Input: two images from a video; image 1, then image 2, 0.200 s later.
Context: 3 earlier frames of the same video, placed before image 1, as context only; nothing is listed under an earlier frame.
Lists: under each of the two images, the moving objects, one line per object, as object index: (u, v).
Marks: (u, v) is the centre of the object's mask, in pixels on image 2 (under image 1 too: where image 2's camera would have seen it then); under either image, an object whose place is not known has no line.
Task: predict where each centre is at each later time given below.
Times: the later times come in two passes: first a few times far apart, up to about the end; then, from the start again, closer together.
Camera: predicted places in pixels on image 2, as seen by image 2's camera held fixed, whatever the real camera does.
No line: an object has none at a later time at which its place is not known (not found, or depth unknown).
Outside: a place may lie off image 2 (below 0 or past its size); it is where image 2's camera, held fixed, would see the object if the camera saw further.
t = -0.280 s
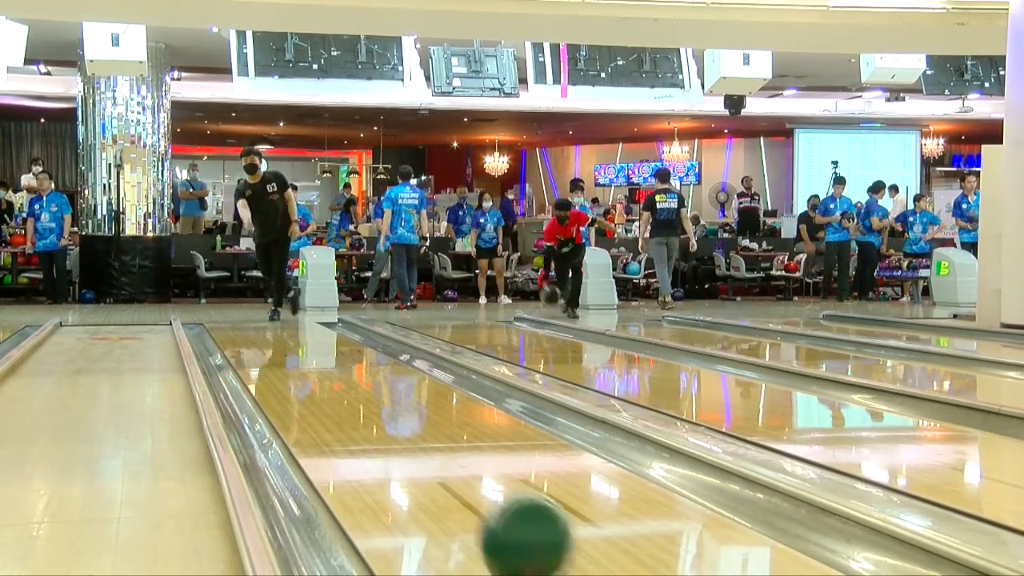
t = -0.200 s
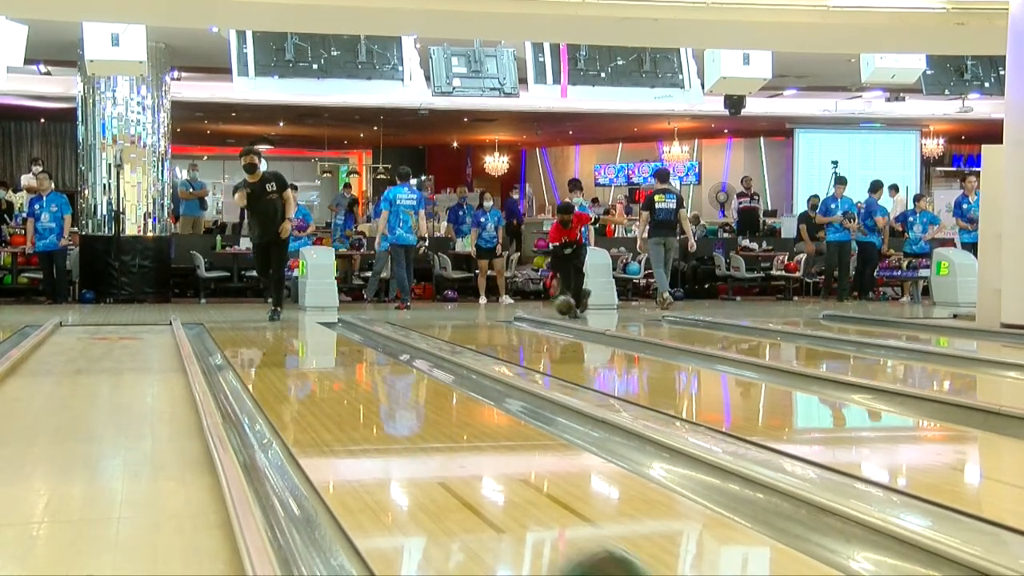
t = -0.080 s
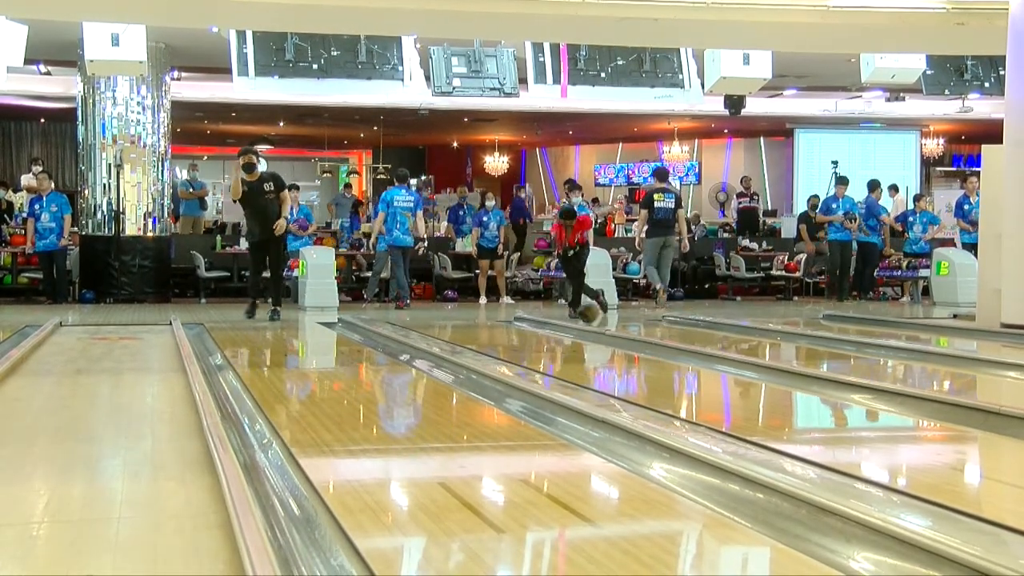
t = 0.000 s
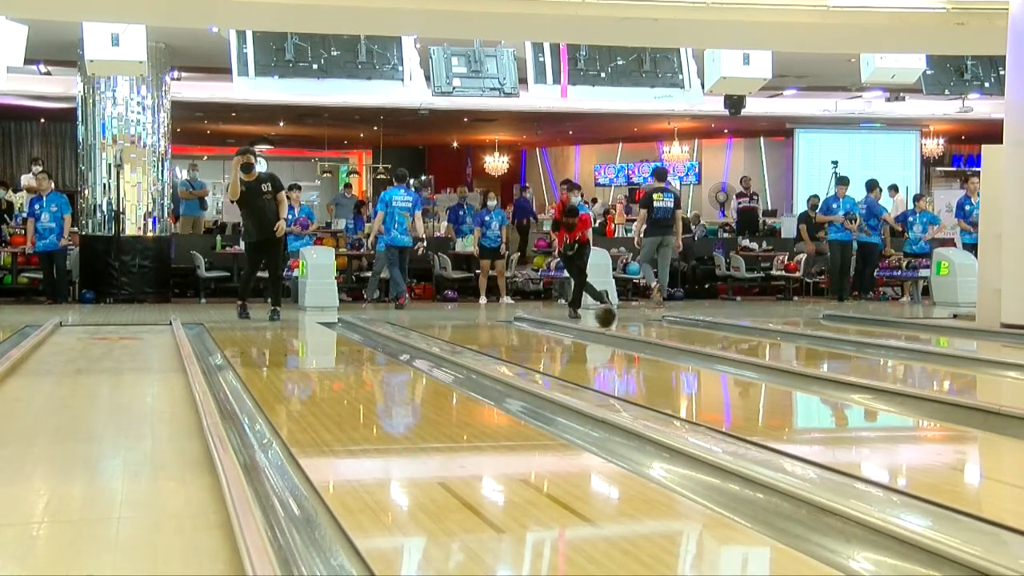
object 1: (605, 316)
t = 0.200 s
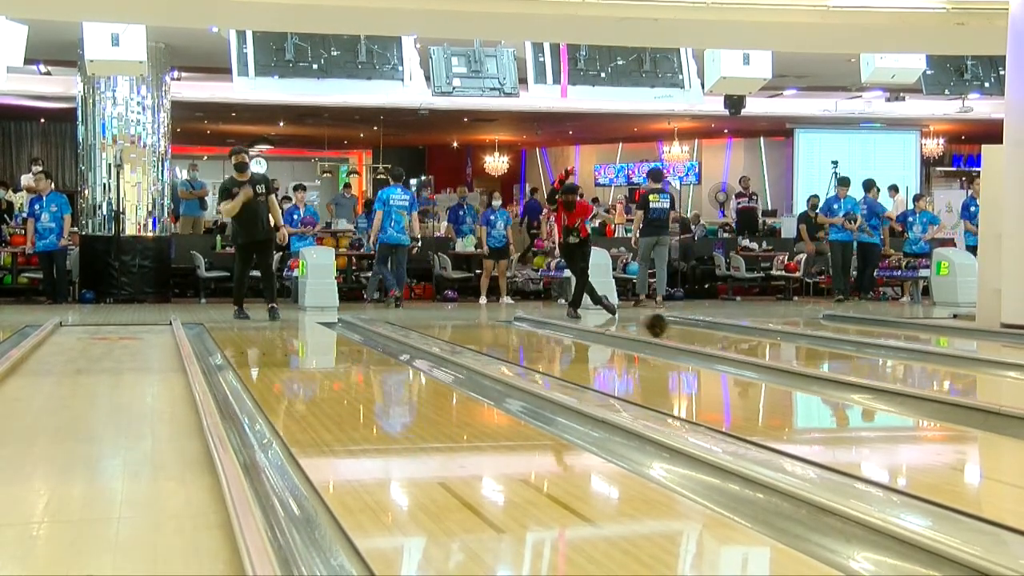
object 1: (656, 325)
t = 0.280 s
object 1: (680, 329)
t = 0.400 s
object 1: (721, 336)
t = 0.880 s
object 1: (982, 379)
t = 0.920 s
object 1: (1012, 385)
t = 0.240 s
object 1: (668, 327)
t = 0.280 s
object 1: (680, 329)
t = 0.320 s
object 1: (692, 331)
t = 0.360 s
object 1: (705, 333)
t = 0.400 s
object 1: (721, 336)
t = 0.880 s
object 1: (982, 379)
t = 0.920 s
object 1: (1012, 385)
